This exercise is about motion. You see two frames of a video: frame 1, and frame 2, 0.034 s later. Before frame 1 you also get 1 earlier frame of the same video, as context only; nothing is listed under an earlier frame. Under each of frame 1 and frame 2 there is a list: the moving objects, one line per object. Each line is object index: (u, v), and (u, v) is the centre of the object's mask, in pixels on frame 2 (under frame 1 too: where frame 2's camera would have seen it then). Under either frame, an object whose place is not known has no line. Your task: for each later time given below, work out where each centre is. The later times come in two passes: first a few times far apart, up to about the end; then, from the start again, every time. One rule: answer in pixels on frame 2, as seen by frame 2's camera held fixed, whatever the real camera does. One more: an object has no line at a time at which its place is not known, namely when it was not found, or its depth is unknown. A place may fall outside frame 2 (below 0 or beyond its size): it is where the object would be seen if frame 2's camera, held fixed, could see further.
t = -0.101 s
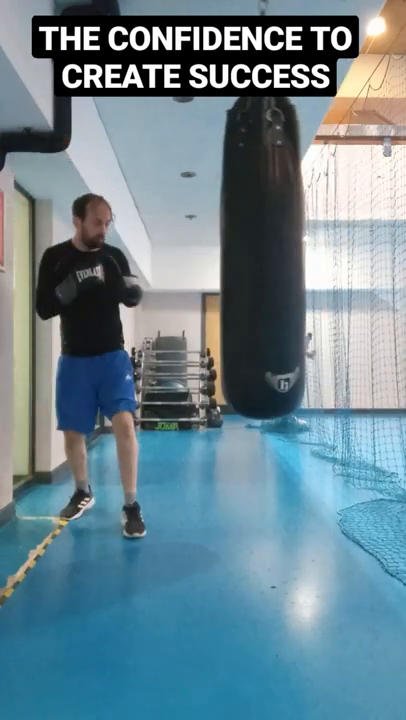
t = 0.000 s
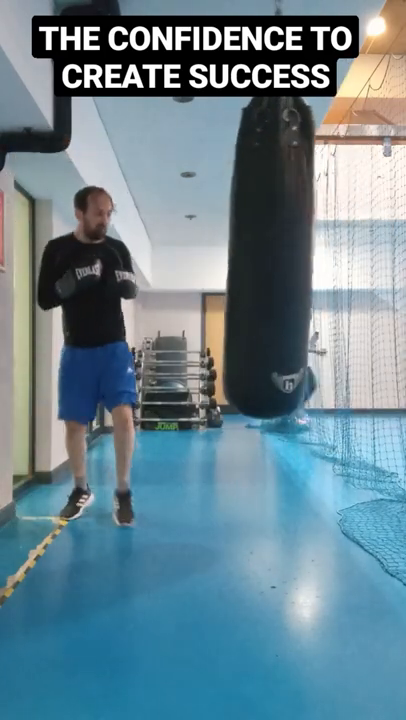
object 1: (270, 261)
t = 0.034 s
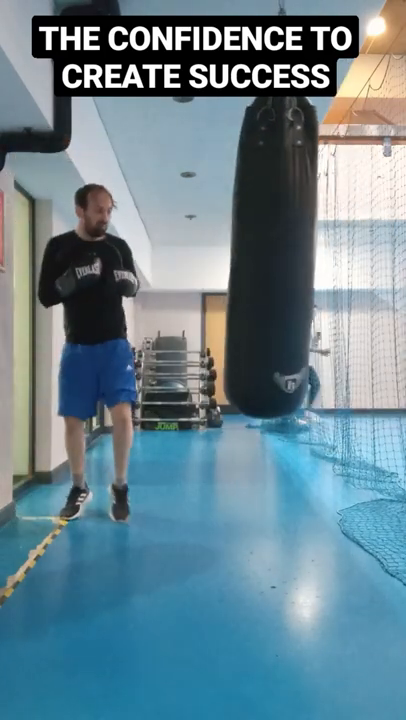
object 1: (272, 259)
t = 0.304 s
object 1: (281, 265)
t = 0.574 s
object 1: (295, 275)
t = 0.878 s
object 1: (301, 281)
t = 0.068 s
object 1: (274, 259)
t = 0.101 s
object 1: (275, 259)
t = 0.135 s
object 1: (276, 260)
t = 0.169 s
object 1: (277, 261)
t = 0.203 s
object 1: (277, 262)
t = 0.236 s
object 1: (278, 263)
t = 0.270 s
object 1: (279, 263)
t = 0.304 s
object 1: (281, 265)
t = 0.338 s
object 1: (283, 266)
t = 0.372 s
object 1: (285, 267)
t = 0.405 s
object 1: (288, 268)
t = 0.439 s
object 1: (290, 269)
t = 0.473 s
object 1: (292, 270)
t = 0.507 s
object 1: (293, 271)
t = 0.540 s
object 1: (294, 274)
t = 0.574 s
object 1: (295, 275)
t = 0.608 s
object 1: (295, 277)
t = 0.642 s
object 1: (296, 277)
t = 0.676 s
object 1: (296, 278)
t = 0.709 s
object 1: (297, 279)
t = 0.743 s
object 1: (299, 279)
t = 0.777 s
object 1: (300, 280)
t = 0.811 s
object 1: (300, 280)
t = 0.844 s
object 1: (301, 280)
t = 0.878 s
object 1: (301, 281)
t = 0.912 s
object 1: (300, 281)
